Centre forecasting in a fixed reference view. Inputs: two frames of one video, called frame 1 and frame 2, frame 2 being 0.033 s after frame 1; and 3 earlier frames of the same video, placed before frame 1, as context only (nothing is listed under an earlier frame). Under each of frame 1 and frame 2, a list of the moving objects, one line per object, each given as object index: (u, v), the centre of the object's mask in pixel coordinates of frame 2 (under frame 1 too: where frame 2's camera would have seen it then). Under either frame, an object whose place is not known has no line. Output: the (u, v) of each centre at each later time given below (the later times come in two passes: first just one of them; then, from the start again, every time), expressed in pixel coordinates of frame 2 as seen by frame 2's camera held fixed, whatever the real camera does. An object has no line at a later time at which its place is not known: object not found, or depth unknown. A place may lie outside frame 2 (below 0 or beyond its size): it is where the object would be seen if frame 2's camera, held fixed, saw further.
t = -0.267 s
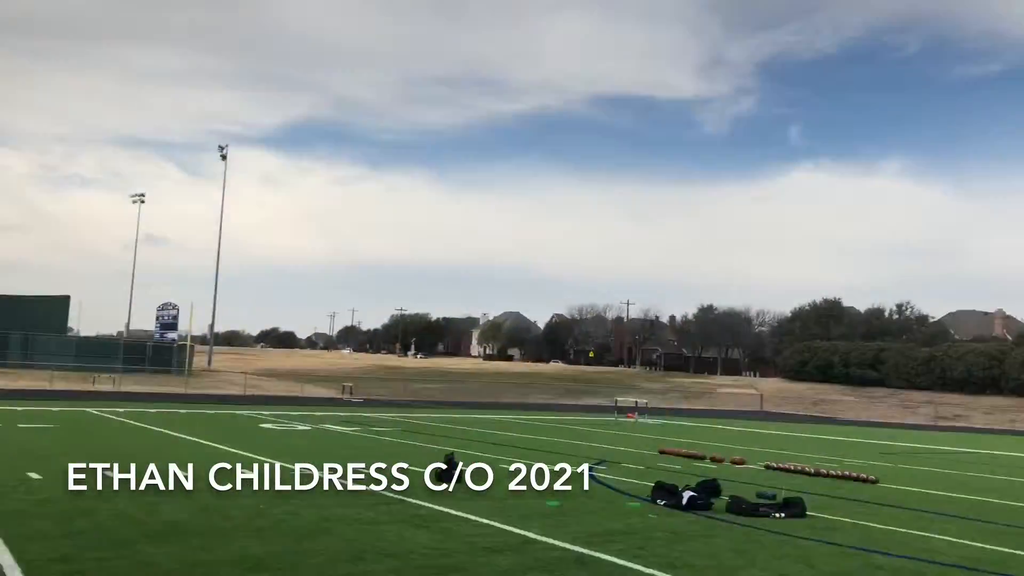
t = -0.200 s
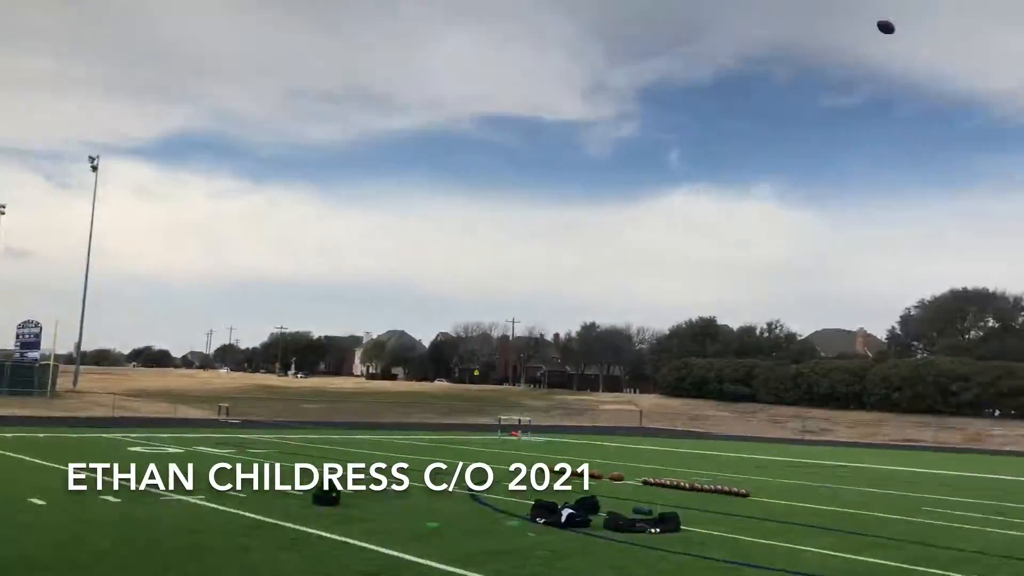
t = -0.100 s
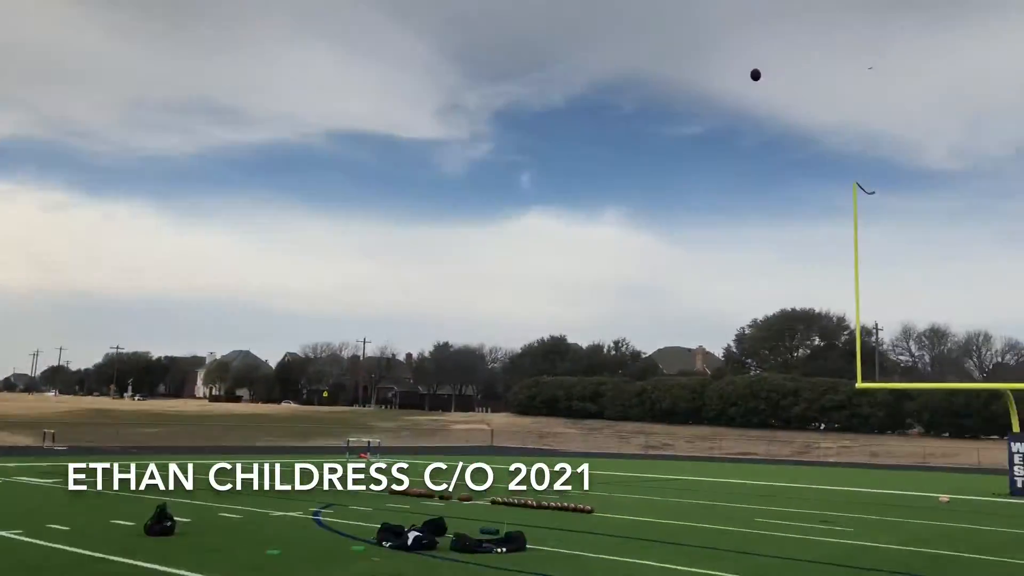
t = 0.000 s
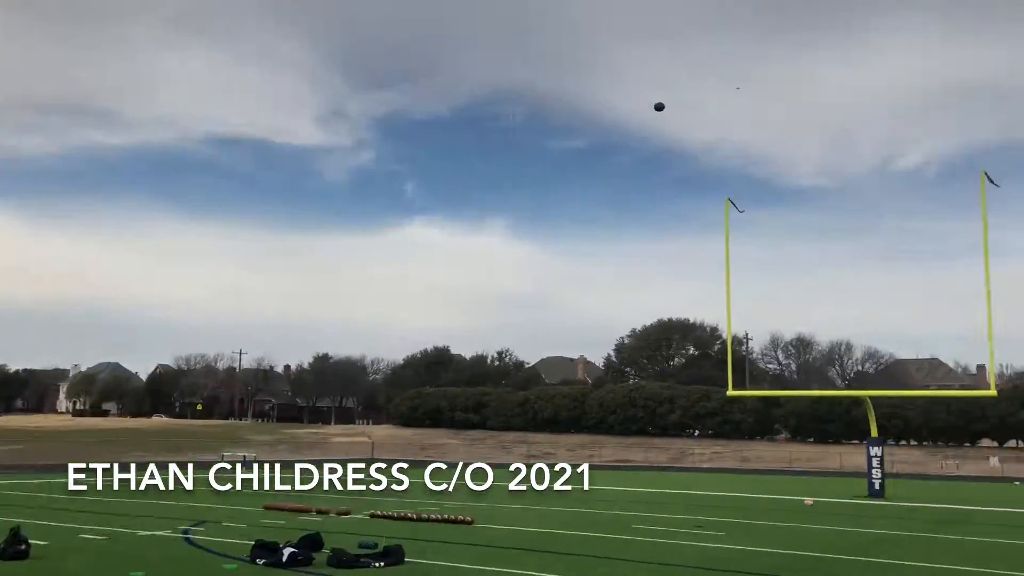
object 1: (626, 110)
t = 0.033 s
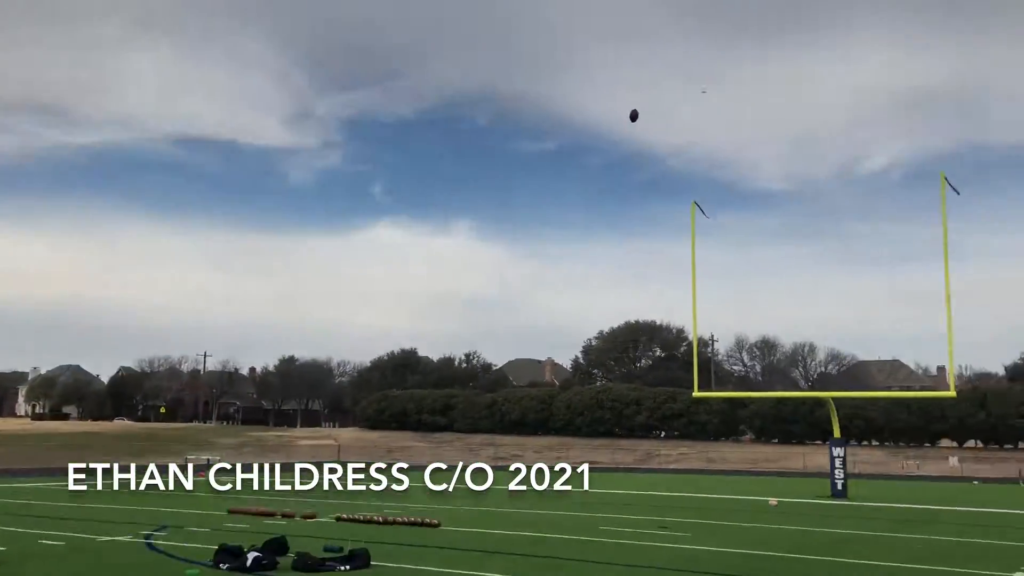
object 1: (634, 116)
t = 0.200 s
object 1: (666, 144)
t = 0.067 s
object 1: (641, 121)
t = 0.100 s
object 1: (648, 126)
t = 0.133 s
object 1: (654, 132)
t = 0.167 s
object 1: (660, 138)
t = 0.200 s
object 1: (666, 144)
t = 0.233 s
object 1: (671, 149)
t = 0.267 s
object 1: (676, 155)
